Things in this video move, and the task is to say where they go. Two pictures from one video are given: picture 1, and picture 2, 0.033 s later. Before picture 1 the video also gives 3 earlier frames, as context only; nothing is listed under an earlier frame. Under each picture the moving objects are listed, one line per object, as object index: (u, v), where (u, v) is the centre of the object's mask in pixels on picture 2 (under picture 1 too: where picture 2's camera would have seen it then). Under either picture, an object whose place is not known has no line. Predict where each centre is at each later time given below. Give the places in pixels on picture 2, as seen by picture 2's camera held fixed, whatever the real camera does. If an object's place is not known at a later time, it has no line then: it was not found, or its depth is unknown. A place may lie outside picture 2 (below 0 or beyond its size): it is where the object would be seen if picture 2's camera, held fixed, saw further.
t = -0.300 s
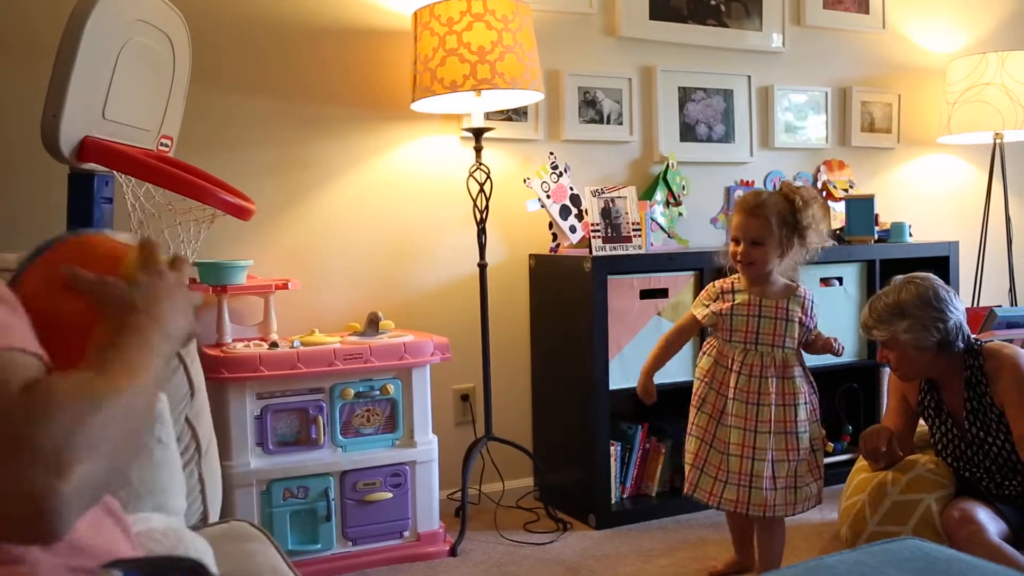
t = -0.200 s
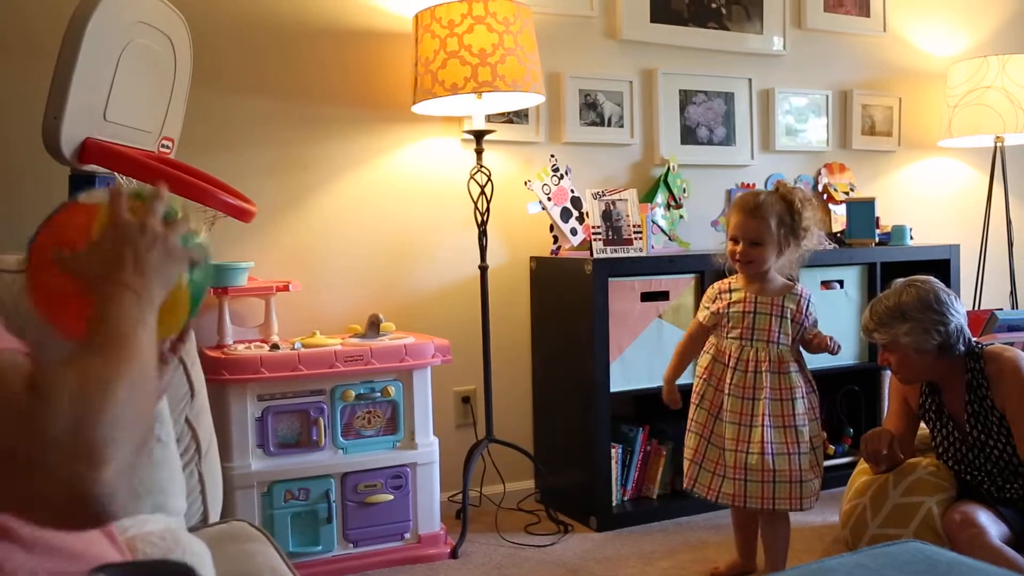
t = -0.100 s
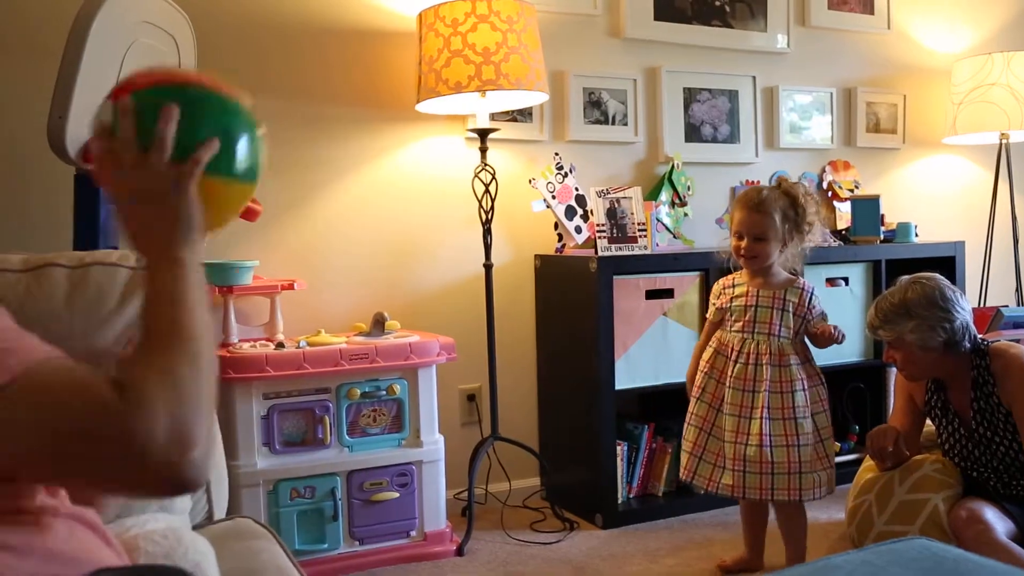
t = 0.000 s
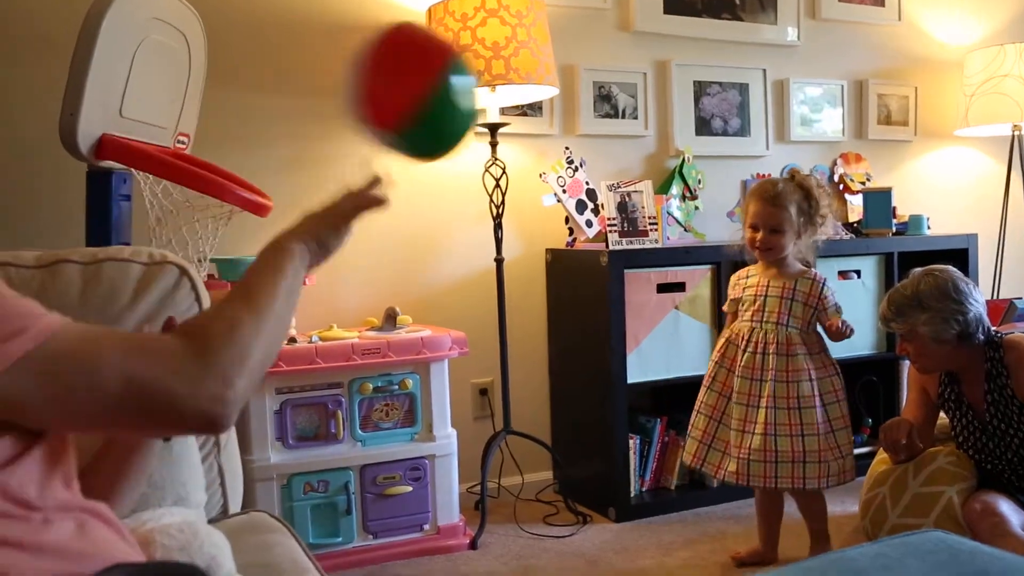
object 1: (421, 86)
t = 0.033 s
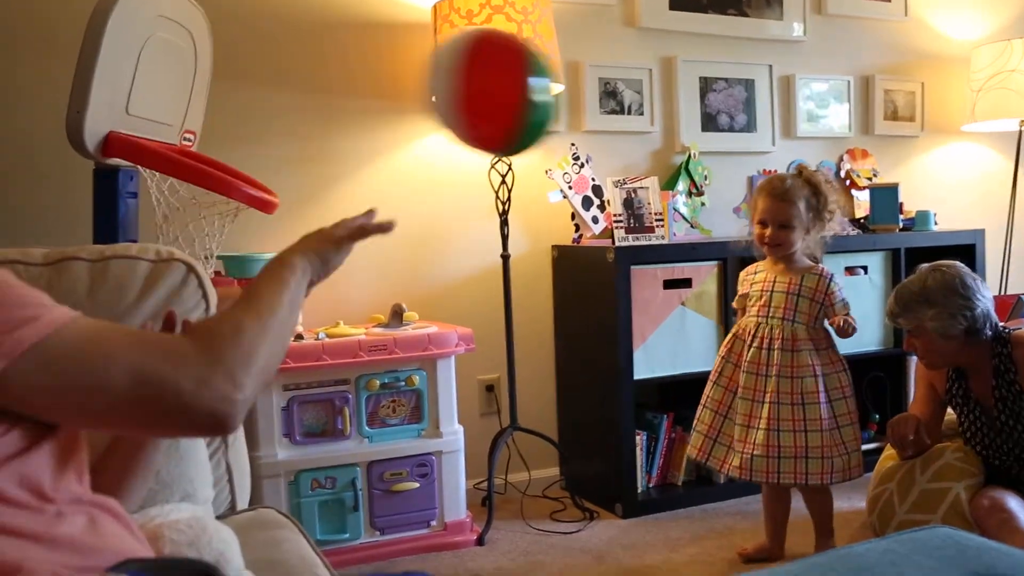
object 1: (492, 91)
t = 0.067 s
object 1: (553, 99)
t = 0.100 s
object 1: (608, 117)
